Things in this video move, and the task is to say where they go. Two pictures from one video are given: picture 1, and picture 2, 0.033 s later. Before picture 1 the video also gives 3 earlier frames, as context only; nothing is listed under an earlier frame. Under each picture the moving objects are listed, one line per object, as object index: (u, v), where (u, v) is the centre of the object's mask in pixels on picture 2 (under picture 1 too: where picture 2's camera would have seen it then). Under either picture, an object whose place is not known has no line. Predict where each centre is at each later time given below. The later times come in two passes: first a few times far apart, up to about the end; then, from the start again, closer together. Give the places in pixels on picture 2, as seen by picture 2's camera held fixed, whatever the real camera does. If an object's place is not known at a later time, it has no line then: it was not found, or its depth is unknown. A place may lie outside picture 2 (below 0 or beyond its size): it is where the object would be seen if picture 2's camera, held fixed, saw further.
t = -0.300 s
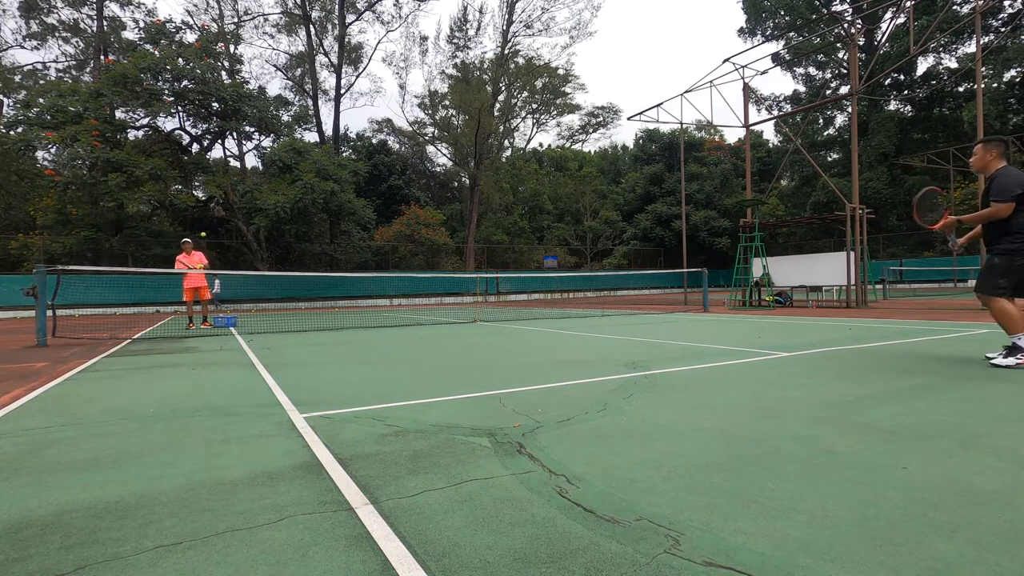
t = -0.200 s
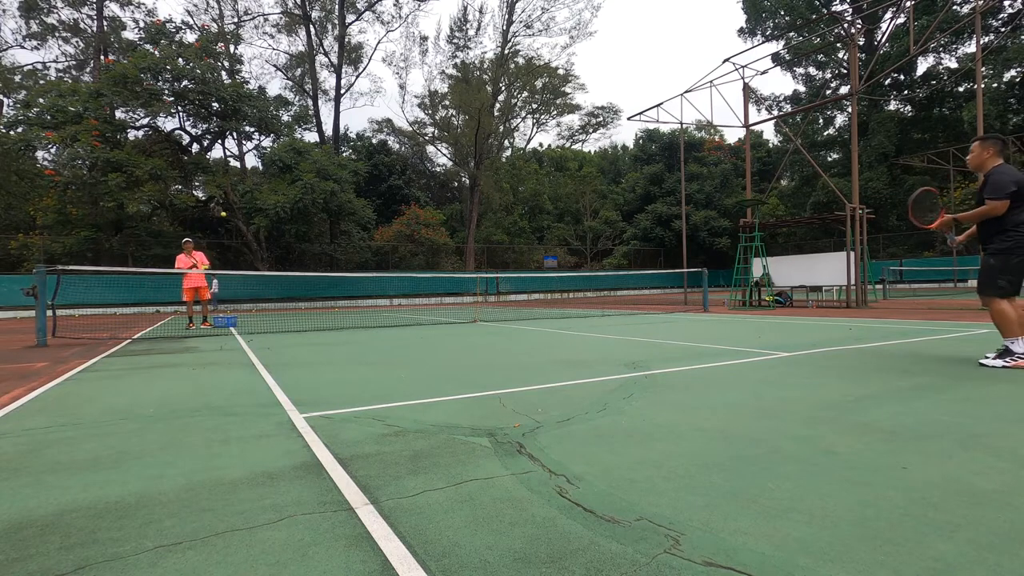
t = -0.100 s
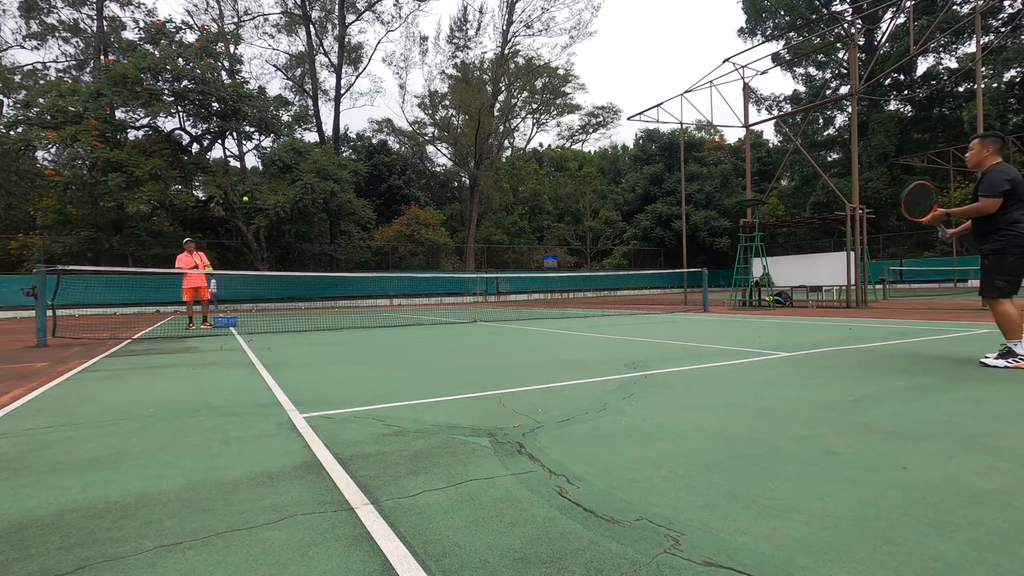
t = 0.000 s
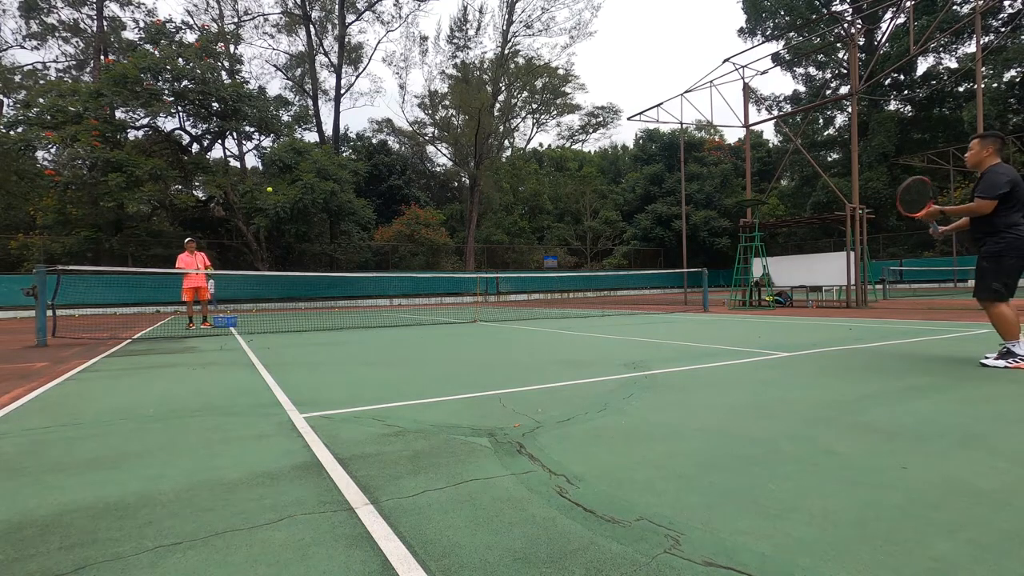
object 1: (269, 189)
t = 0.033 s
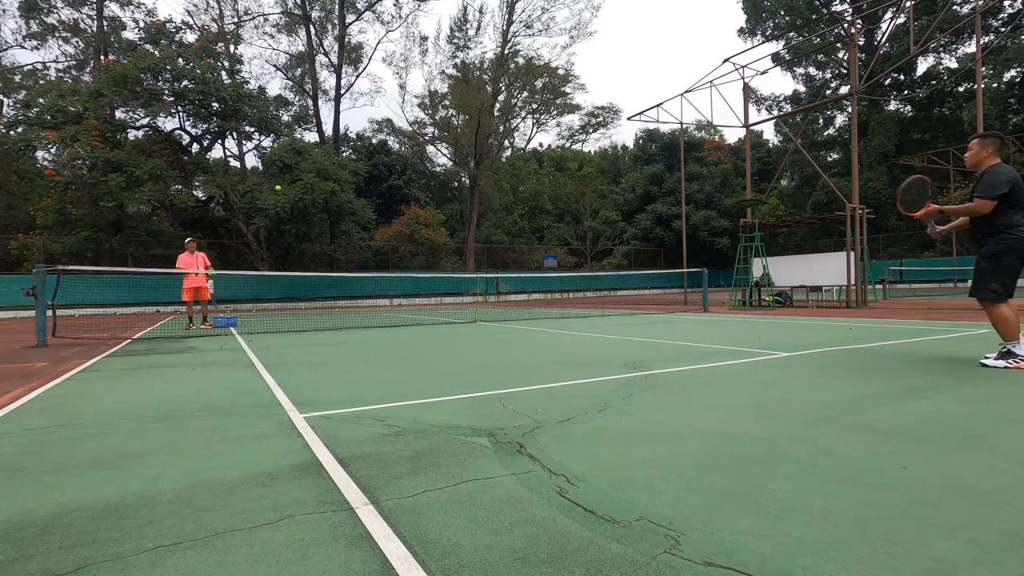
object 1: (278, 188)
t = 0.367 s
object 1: (380, 220)
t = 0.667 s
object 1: (511, 351)
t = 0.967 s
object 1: (612, 233)
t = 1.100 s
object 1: (668, 205)
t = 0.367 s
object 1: (380, 220)
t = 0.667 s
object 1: (511, 351)
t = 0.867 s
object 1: (573, 263)
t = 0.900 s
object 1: (586, 253)
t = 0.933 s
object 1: (599, 242)
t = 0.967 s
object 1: (612, 233)
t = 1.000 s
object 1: (625, 224)
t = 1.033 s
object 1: (639, 217)
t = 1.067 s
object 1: (653, 210)
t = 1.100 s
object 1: (668, 205)
